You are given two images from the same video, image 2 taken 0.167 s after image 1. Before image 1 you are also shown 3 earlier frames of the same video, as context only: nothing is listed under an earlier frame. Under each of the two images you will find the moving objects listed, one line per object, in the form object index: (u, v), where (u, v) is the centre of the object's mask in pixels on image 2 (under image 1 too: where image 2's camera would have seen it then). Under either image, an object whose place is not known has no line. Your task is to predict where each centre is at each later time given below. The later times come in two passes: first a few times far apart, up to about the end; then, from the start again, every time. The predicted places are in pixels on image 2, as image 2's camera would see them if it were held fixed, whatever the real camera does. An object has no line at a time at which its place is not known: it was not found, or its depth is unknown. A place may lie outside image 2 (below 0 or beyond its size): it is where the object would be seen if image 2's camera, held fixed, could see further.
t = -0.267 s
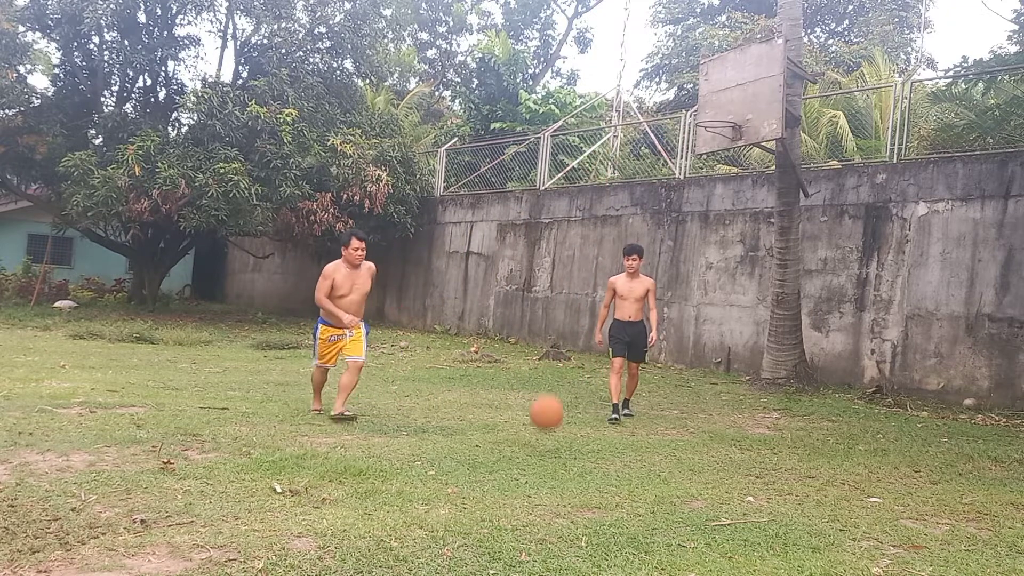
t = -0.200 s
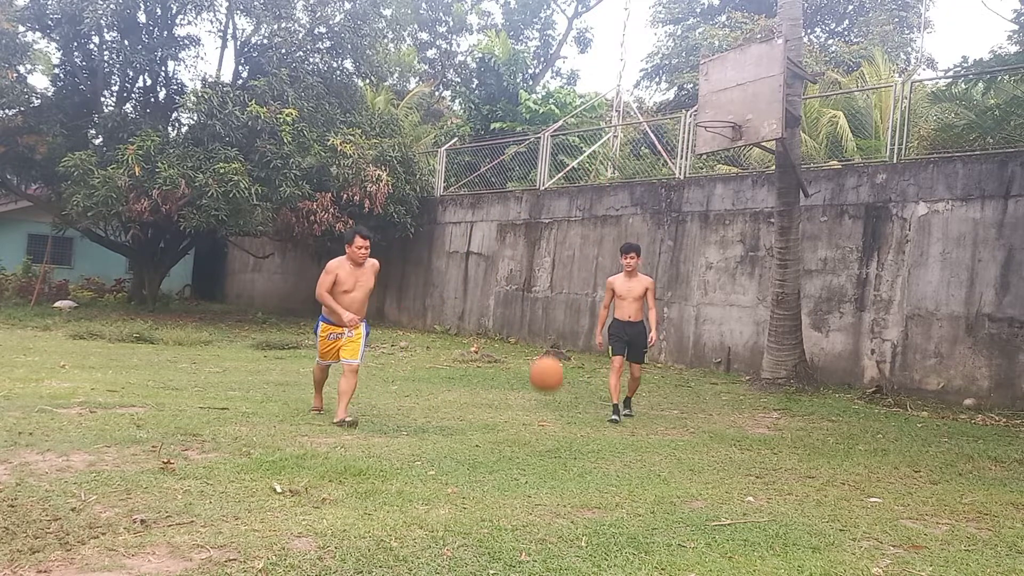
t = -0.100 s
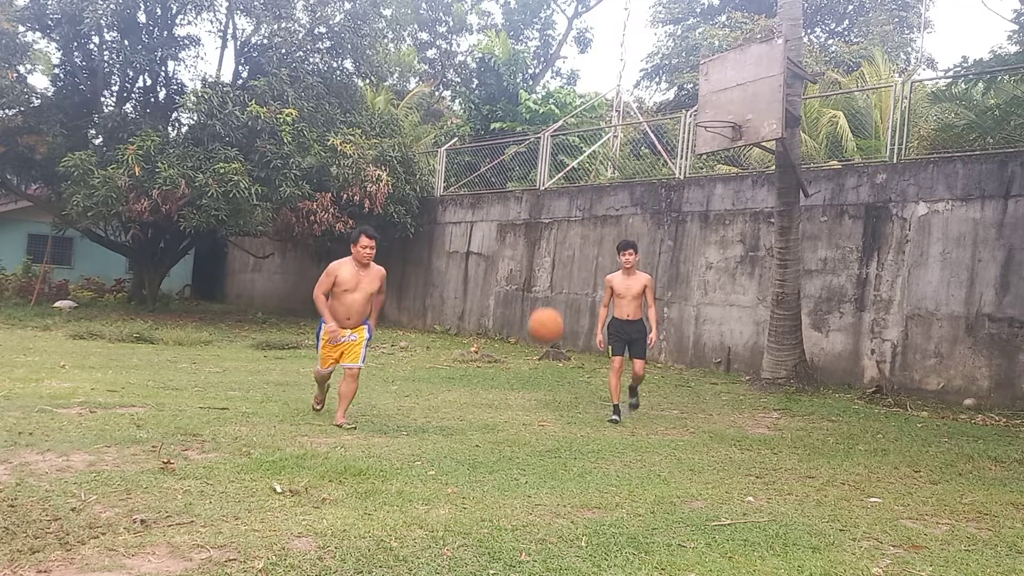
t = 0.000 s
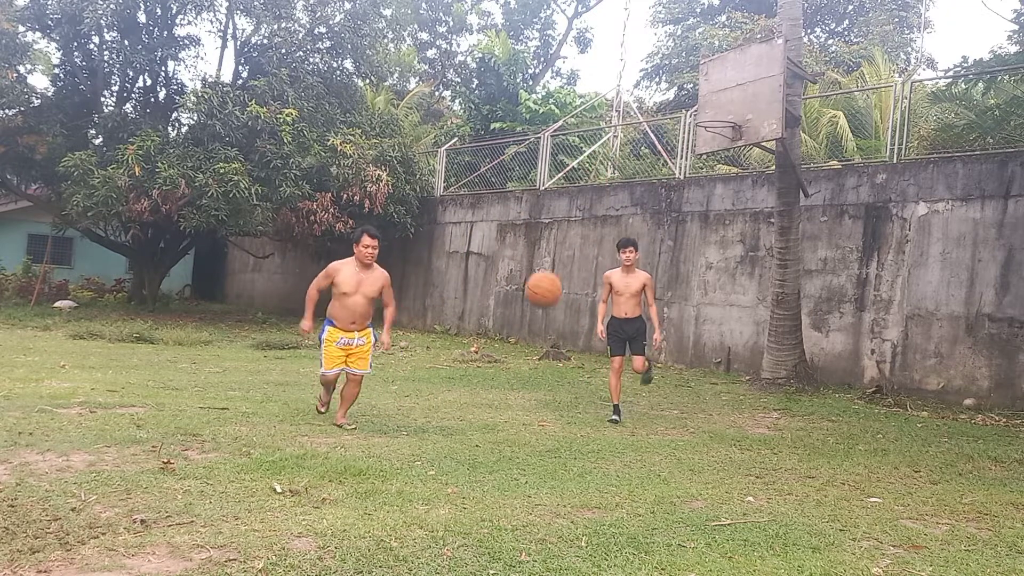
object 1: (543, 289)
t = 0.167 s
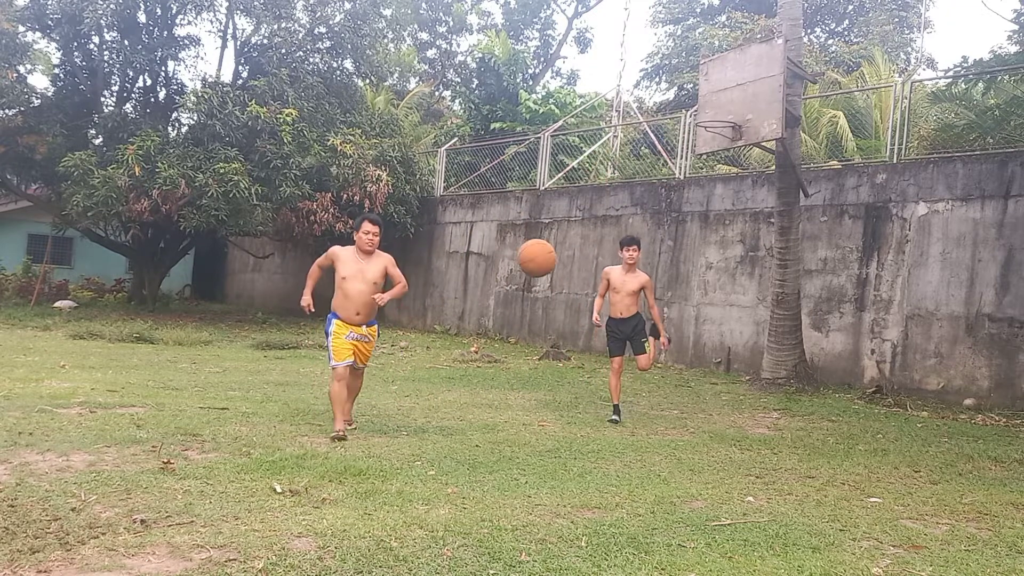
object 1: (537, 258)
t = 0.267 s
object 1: (531, 258)
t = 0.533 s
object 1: (504, 344)
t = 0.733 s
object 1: (476, 463)
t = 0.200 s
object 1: (535, 256)
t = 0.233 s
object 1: (533, 256)
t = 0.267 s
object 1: (531, 258)
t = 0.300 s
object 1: (528, 262)
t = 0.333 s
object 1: (525, 267)
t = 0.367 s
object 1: (522, 275)
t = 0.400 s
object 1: (519, 284)
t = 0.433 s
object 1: (516, 295)
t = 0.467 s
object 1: (512, 309)
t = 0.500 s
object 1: (508, 326)
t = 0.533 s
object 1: (504, 344)
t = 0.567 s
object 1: (500, 366)
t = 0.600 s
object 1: (495, 388)
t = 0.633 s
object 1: (490, 415)
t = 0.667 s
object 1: (485, 445)
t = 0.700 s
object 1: (480, 475)
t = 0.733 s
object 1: (476, 463)
